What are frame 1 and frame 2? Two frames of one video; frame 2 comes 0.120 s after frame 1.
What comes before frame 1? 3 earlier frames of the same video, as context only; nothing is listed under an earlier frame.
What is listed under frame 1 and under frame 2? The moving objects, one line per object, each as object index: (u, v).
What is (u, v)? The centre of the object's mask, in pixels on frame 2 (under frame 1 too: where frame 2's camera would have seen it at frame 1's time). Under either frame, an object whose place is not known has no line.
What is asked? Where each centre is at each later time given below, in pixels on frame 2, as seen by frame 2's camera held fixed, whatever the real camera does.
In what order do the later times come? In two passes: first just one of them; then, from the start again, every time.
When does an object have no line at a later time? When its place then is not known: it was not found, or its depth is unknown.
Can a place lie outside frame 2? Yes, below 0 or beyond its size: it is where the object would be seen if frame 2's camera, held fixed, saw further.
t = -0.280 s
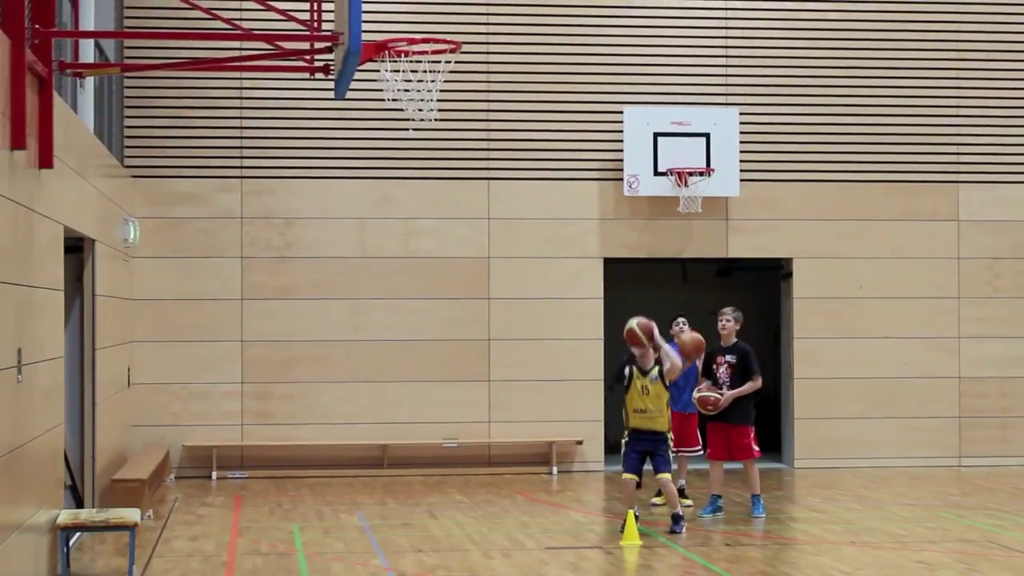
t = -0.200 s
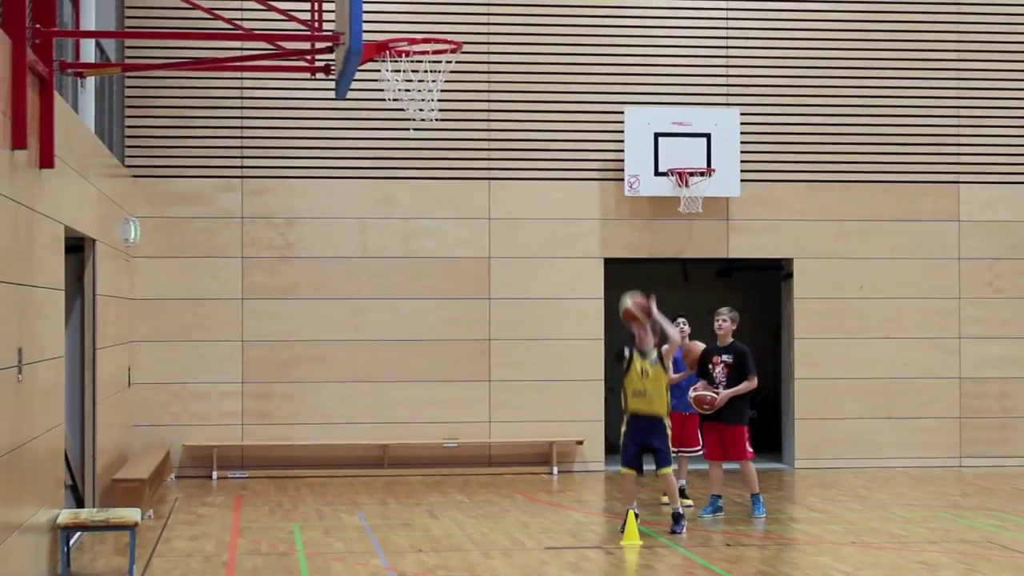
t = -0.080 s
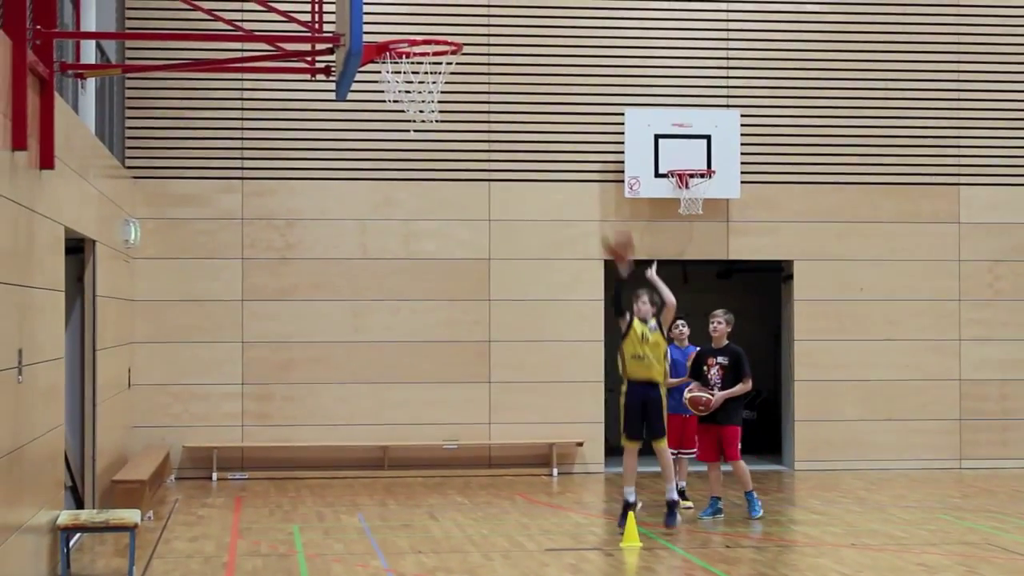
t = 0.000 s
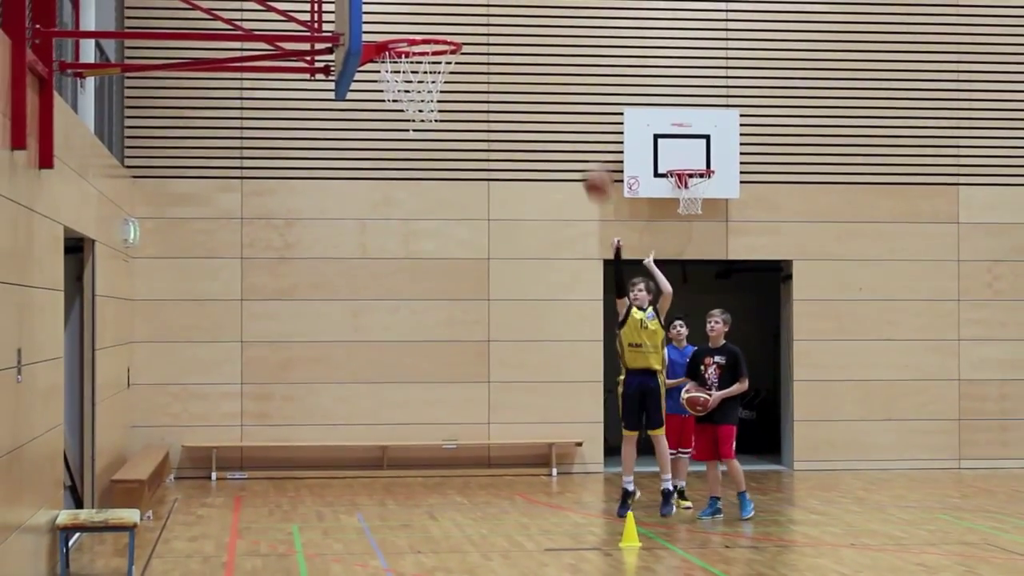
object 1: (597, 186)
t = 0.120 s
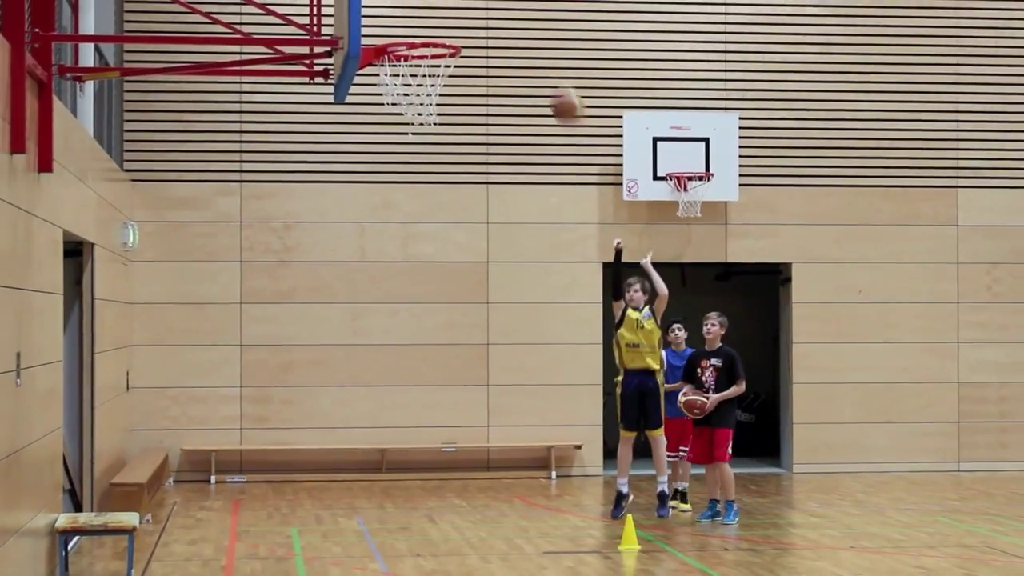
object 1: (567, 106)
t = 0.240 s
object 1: (535, 41)
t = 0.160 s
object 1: (556, 82)
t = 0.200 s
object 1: (546, 60)
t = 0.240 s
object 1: (535, 41)
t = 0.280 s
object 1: (523, 24)
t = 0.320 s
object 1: (513, 8)
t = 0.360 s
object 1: (501, 0)
